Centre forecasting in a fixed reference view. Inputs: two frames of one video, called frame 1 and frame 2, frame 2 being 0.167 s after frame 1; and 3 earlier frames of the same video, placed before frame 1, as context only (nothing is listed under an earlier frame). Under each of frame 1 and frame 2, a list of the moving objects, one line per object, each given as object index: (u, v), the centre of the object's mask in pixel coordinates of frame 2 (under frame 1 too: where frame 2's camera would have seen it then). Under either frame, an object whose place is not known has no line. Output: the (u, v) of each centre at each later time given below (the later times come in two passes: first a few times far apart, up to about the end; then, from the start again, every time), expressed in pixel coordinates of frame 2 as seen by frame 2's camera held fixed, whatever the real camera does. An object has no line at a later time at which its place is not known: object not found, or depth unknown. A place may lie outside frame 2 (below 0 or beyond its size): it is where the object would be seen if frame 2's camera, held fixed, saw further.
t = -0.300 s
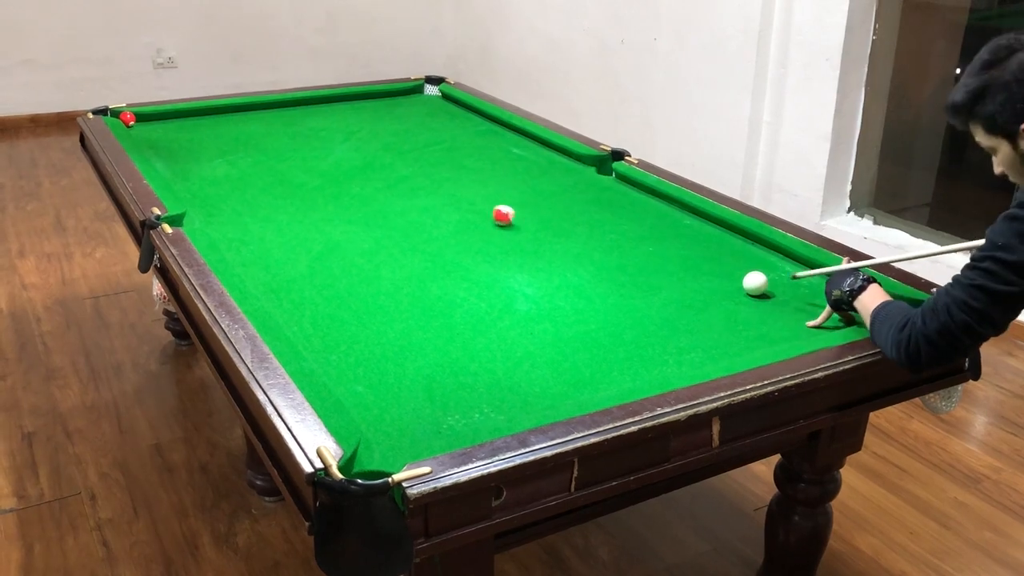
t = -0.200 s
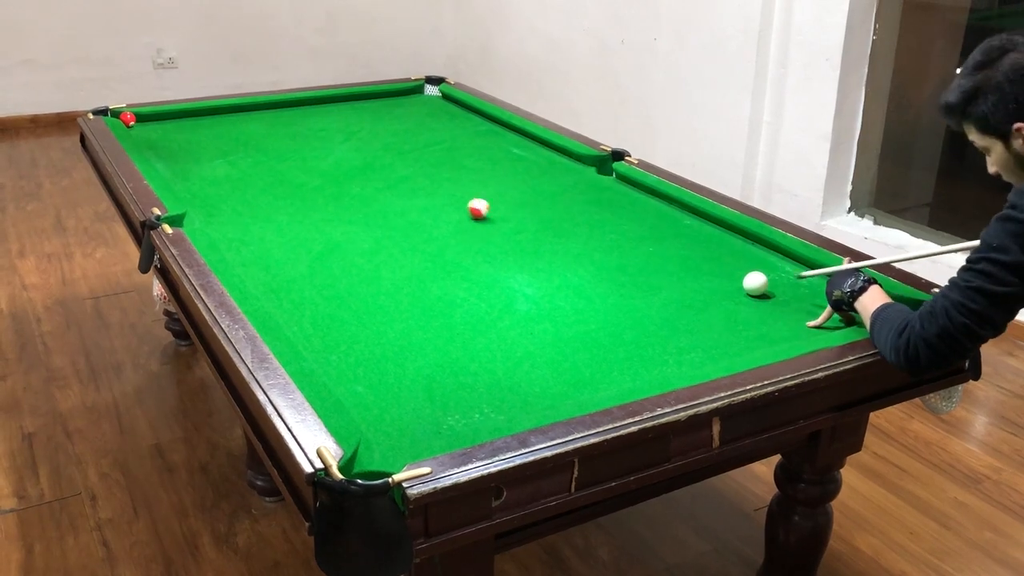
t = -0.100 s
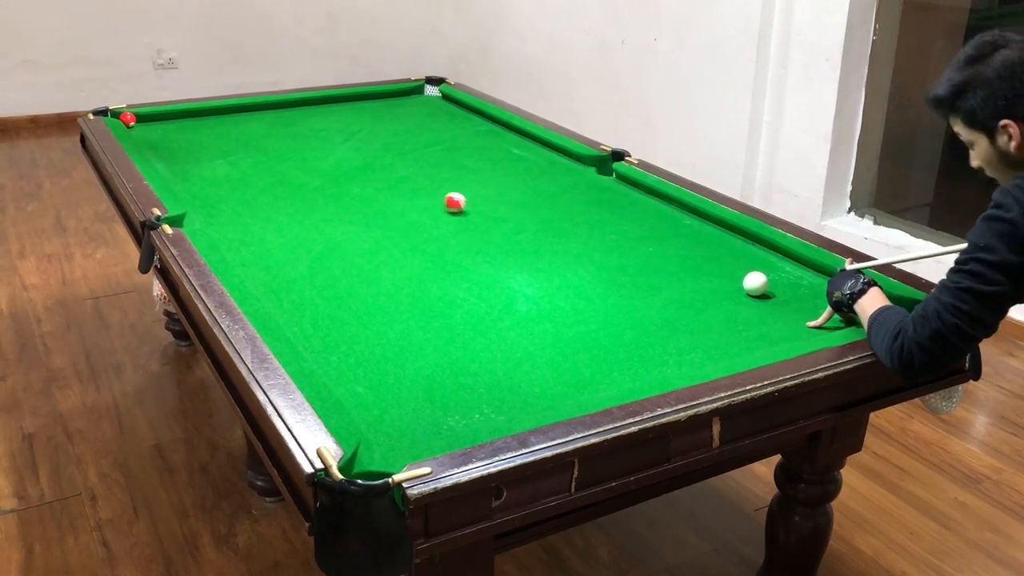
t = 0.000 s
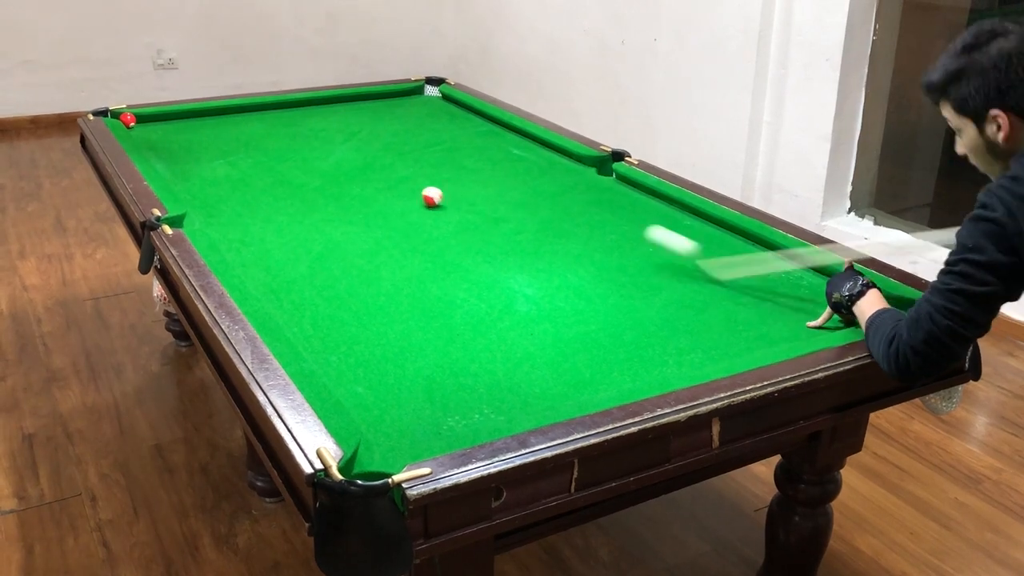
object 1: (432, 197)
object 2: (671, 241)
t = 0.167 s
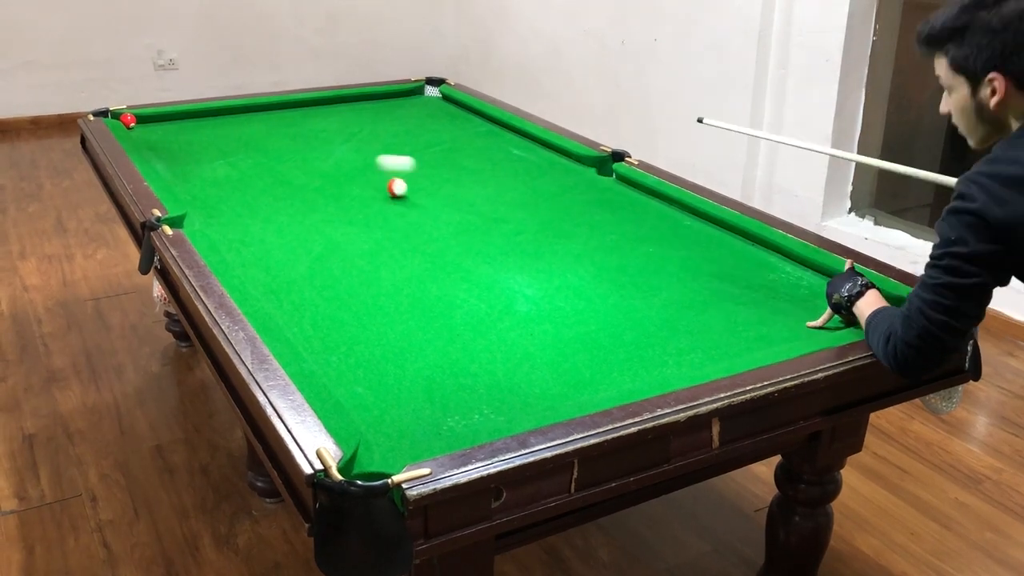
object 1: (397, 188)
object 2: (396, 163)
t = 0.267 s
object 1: (376, 183)
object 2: (271, 152)
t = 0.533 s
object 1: (327, 170)
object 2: (158, 97)
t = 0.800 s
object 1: (282, 158)
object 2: (191, 95)
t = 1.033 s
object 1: (248, 149)
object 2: (217, 91)
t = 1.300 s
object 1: (213, 140)
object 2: (246, 88)
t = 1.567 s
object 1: (181, 132)
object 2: (276, 87)
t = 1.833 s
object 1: (152, 126)
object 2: (308, 88)
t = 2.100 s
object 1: (127, 119)
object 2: (343, 102)
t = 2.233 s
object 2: (360, 104)
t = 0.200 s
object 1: (390, 186)
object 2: (351, 161)
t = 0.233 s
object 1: (382, 184)
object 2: (309, 164)
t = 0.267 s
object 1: (376, 183)
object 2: (271, 152)
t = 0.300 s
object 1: (370, 181)
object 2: (237, 140)
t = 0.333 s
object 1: (363, 179)
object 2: (204, 132)
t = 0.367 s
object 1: (357, 177)
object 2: (174, 128)
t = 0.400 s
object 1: (351, 176)
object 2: (146, 123)
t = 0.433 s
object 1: (344, 174)
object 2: (143, 113)
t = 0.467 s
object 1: (338, 173)
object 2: (148, 107)
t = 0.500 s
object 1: (333, 171)
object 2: (153, 101)
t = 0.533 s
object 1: (327, 170)
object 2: (158, 97)
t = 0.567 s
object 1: (321, 168)
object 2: (163, 98)
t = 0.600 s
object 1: (316, 167)
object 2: (168, 100)
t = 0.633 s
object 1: (310, 165)
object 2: (172, 98)
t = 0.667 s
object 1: (304, 164)
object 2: (176, 96)
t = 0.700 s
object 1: (299, 163)
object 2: (180, 97)
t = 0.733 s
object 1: (293, 161)
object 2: (184, 97)
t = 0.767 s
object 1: (288, 159)
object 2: (187, 96)
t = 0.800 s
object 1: (282, 158)
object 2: (191, 95)
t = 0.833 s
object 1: (277, 157)
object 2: (195, 95)
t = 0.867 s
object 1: (272, 156)
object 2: (198, 94)
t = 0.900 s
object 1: (267, 154)
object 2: (202, 93)
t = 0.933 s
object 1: (262, 153)
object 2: (206, 93)
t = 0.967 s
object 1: (258, 152)
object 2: (210, 92)
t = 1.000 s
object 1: (253, 150)
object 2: (213, 92)
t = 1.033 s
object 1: (248, 149)
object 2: (217, 91)
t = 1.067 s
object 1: (243, 148)
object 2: (220, 90)
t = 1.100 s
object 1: (239, 147)
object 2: (224, 90)
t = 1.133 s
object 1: (235, 145)
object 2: (228, 90)
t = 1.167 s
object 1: (230, 144)
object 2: (231, 89)
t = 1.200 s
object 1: (226, 144)
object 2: (235, 89)
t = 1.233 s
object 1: (221, 142)
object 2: (239, 89)
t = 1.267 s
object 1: (217, 141)
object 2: (242, 88)
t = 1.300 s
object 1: (213, 140)
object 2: (246, 88)
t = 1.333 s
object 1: (209, 139)
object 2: (250, 88)
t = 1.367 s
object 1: (205, 138)
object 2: (253, 87)
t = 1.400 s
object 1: (200, 137)
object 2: (257, 87)
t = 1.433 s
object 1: (196, 136)
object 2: (261, 87)
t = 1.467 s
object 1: (192, 135)
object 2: (265, 87)
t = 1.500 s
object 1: (188, 134)
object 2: (268, 87)
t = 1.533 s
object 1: (185, 133)
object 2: (272, 87)
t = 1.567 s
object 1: (181, 132)
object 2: (276, 87)
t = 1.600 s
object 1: (177, 131)
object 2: (280, 87)
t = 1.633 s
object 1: (173, 131)
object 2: (284, 87)
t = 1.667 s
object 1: (170, 130)
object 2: (288, 87)
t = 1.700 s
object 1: (166, 129)
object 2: (292, 87)
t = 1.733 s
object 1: (162, 128)
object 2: (296, 87)
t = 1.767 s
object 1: (159, 127)
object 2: (300, 88)
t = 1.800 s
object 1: (155, 126)
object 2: (304, 88)
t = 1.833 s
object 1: (152, 126)
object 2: (308, 88)
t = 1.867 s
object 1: (148, 125)
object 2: (312, 89)
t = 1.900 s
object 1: (145, 124)
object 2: (317, 91)
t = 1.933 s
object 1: (142, 123)
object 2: (322, 96)
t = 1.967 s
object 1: (139, 122)
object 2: (327, 101)
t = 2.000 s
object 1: (135, 122)
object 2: (331, 99)
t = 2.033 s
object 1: (132, 121)
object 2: (335, 100)
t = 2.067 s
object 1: (130, 120)
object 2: (339, 102)
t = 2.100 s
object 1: (127, 119)
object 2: (343, 102)
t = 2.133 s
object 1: (124, 118)
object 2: (347, 103)
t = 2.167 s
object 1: (121, 118)
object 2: (351, 104)
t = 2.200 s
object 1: (118, 119)
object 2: (356, 104)
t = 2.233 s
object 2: (360, 104)
